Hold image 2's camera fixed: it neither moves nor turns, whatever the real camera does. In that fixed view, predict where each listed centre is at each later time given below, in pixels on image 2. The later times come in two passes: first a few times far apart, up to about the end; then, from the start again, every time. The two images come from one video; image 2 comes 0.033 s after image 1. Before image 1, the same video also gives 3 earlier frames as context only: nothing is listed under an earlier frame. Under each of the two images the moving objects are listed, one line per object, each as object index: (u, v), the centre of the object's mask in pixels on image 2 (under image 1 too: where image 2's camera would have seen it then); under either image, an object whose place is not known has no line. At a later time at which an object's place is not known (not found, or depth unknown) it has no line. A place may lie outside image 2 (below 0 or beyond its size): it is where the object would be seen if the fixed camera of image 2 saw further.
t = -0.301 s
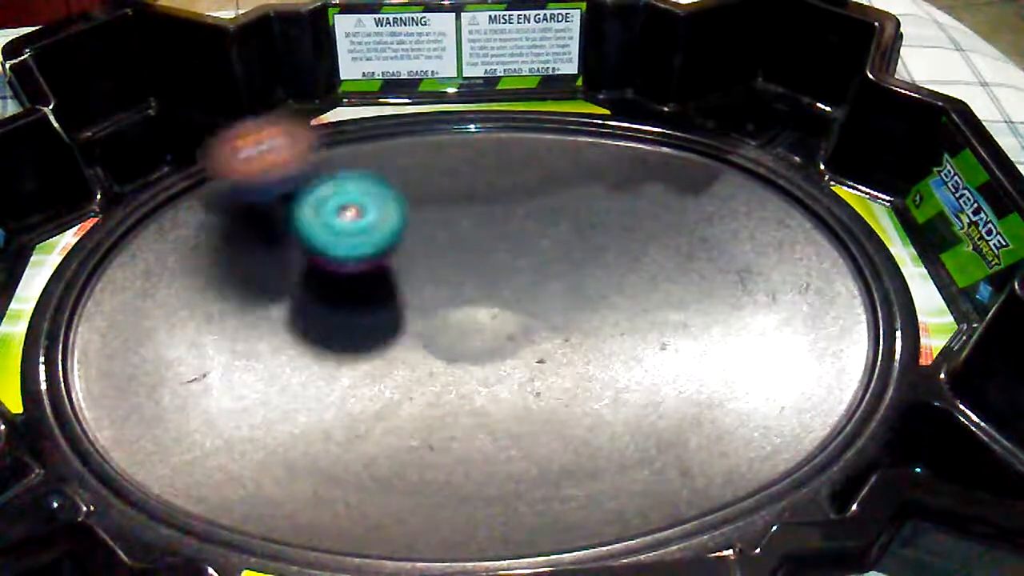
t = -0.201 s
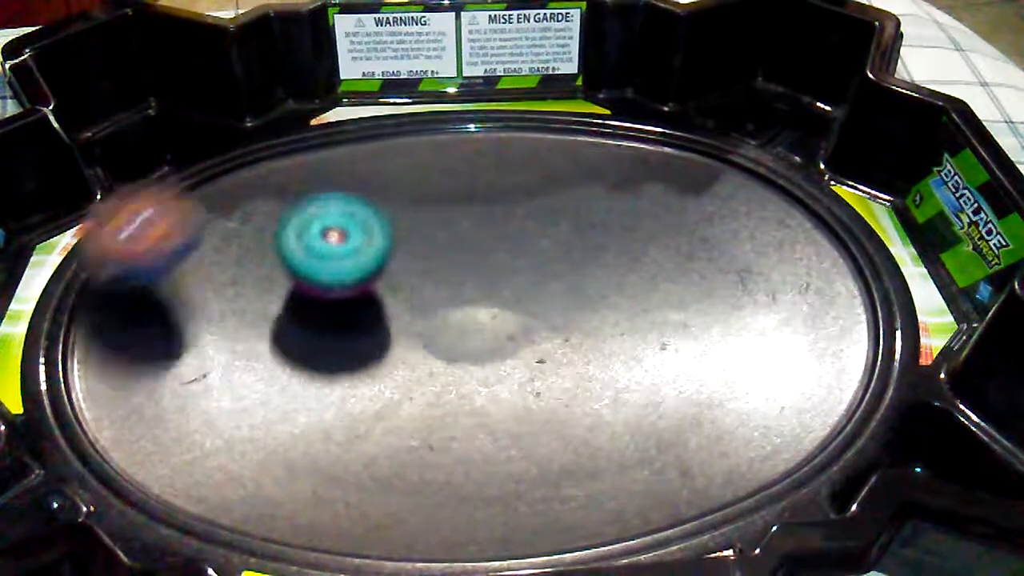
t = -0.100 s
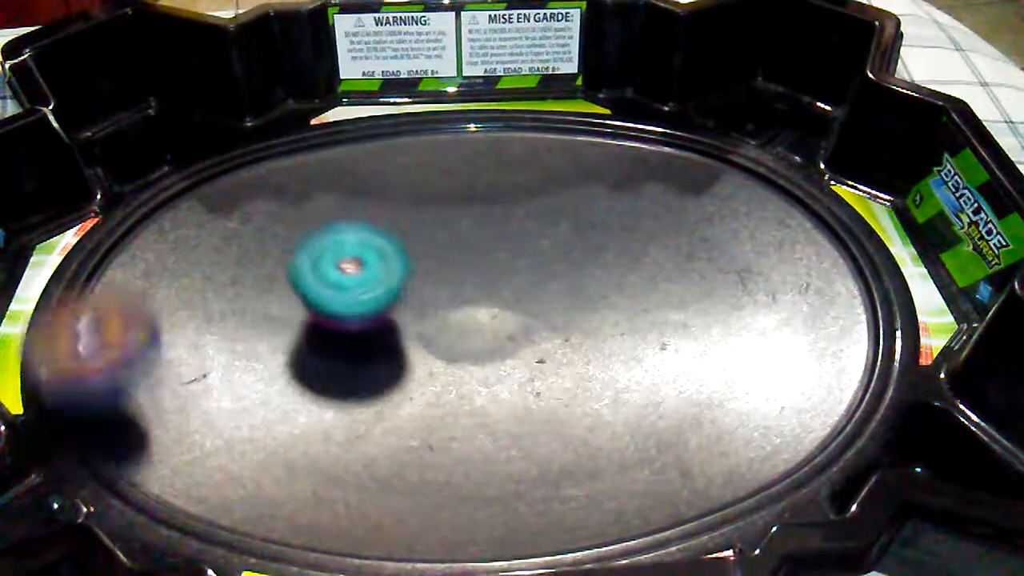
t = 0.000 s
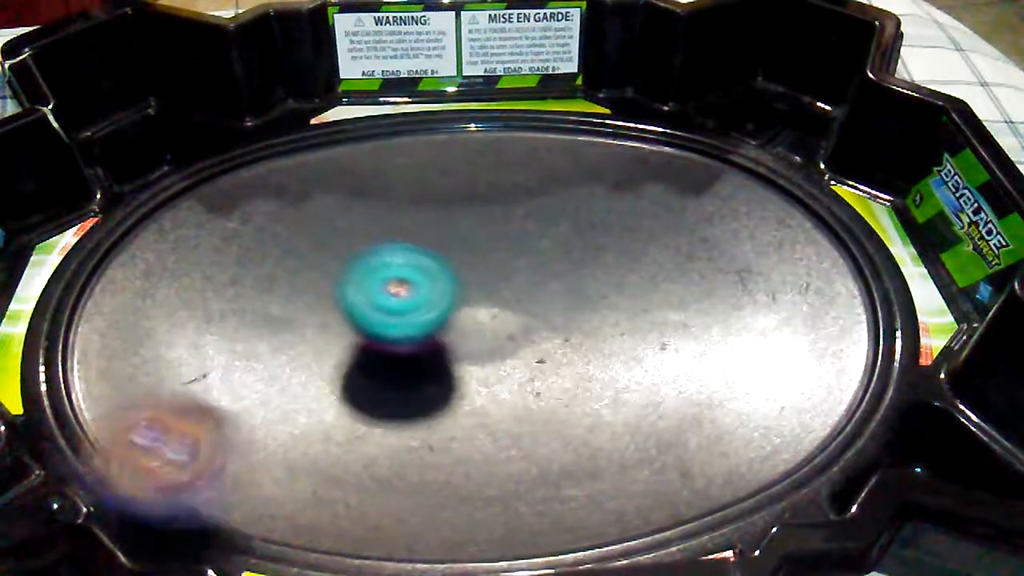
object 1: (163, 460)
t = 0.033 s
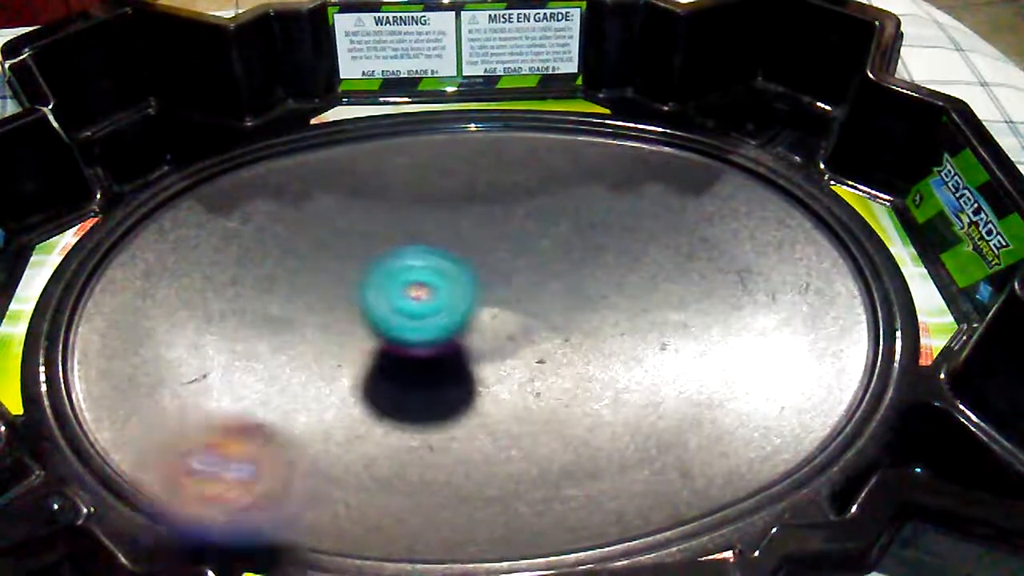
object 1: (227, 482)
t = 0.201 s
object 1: (586, 481)
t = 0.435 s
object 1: (767, 246)
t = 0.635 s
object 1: (569, 124)
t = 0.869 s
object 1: (252, 179)
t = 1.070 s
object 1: (116, 366)
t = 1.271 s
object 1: (334, 497)
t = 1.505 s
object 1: (701, 381)
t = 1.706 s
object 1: (662, 205)
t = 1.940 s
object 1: (389, 156)
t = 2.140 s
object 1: (182, 261)
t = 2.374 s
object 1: (238, 457)
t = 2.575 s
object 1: (567, 454)
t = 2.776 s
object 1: (710, 286)
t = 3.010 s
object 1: (579, 166)
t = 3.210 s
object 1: (361, 180)
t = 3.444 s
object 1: (214, 335)
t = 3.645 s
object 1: (366, 453)
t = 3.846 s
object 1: (597, 426)
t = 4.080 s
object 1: (683, 270)
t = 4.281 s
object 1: (541, 183)
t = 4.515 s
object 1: (314, 218)
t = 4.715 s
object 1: (217, 345)
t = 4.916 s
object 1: (370, 448)
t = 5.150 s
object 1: (626, 372)
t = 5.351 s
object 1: (625, 238)
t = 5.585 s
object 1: (456, 174)
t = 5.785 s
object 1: (287, 230)
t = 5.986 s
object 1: (158, 326)
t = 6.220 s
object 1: (289, 426)
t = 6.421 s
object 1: (516, 372)
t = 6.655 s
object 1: (570, 333)
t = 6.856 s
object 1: (495, 304)
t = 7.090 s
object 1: (409, 386)
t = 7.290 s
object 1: (436, 406)
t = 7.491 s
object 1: (500, 446)
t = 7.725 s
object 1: (603, 422)
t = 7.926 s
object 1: (547, 329)
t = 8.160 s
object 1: (548, 361)
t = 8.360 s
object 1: (535, 351)
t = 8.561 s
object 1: (472, 327)
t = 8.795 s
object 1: (400, 350)
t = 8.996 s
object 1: (416, 413)
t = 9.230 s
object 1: (464, 461)
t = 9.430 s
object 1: (465, 454)
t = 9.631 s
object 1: (410, 430)
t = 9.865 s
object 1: (410, 349)
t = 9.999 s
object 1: (439, 314)
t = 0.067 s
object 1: (290, 495)
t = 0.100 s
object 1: (365, 503)
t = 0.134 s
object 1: (436, 501)
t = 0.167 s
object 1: (515, 495)
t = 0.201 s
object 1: (586, 481)
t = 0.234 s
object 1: (648, 457)
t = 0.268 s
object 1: (698, 433)
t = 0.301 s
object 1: (741, 397)
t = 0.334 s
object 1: (769, 355)
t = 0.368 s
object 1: (781, 319)
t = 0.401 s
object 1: (780, 280)
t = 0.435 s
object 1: (767, 246)
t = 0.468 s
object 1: (751, 215)
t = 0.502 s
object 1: (722, 186)
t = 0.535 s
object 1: (691, 161)
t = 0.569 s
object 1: (660, 148)
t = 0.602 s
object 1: (615, 133)
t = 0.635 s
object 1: (569, 124)
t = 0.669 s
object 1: (522, 120)
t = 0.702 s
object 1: (475, 122)
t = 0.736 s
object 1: (429, 125)
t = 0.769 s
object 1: (383, 134)
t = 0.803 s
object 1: (333, 145)
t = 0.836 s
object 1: (290, 161)
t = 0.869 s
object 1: (252, 179)
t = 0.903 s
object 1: (212, 205)
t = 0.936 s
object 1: (181, 232)
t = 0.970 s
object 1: (159, 262)
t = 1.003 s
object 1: (135, 295)
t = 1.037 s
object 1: (122, 330)
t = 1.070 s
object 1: (116, 366)
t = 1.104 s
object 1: (128, 399)
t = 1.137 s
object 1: (146, 430)
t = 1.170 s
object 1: (175, 460)
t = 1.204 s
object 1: (215, 480)
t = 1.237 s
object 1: (271, 491)
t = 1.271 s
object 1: (334, 497)
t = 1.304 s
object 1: (392, 496)
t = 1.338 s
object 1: (458, 492)
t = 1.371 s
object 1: (522, 479)
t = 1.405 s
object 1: (576, 463)
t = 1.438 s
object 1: (628, 442)
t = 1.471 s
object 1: (677, 413)
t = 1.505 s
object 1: (701, 381)
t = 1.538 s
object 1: (719, 347)
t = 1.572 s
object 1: (724, 312)
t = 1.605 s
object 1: (719, 282)
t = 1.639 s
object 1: (707, 255)
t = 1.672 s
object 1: (687, 229)
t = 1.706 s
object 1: (662, 205)
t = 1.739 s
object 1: (634, 188)
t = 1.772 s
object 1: (596, 175)
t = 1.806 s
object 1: (560, 163)
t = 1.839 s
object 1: (519, 155)
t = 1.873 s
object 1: (475, 151)
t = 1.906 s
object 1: (432, 151)
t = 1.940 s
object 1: (389, 156)
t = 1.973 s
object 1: (340, 167)
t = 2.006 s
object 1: (304, 180)
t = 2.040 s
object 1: (265, 195)
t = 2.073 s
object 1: (235, 211)
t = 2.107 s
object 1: (202, 236)
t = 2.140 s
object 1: (182, 261)
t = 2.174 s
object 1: (160, 290)
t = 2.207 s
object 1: (148, 321)
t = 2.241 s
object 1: (149, 353)
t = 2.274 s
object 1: (155, 382)
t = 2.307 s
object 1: (177, 412)
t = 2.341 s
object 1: (204, 436)
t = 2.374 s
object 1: (238, 457)
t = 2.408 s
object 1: (290, 472)
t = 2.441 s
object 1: (340, 478)
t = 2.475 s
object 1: (391, 483)
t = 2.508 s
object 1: (455, 476)
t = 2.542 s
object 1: (522, 467)
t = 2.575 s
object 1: (567, 454)
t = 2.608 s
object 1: (620, 432)
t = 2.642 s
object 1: (661, 406)
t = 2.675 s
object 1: (685, 377)
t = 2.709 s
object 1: (703, 344)
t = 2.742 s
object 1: (711, 313)
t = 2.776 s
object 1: (710, 286)
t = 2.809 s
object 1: (704, 261)
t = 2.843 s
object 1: (691, 237)
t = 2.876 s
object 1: (672, 215)
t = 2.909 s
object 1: (653, 197)
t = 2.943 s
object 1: (632, 186)
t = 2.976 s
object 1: (603, 174)
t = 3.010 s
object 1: (579, 166)
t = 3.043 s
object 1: (547, 160)
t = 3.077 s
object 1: (514, 159)
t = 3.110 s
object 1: (480, 157)
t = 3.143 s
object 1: (440, 160)
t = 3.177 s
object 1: (404, 168)
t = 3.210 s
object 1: (361, 180)
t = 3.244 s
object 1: (327, 194)
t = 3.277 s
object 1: (295, 211)
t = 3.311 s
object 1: (266, 230)
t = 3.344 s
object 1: (247, 253)
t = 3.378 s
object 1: (228, 279)
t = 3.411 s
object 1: (219, 307)
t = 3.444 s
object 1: (214, 335)
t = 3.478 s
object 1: (221, 363)
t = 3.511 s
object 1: (237, 388)
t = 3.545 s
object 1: (260, 411)
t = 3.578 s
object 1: (296, 430)
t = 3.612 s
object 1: (328, 444)
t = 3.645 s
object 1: (366, 453)
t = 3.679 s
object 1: (403, 457)
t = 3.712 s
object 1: (443, 458)
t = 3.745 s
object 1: (483, 455)
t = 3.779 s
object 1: (525, 449)
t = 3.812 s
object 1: (566, 437)
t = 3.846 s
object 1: (597, 426)
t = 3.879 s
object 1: (632, 407)
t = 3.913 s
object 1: (659, 387)
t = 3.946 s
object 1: (679, 364)
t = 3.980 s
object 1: (692, 337)
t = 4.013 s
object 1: (695, 315)
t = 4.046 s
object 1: (692, 291)
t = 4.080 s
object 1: (683, 270)
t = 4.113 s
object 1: (668, 250)
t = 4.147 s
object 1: (650, 229)
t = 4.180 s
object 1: (626, 214)
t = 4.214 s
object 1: (599, 200)
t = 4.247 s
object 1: (572, 191)
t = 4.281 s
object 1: (541, 183)
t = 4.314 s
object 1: (508, 182)
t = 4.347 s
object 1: (478, 179)
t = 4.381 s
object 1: (443, 185)
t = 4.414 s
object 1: (411, 187)
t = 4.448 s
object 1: (379, 196)
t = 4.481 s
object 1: (346, 204)
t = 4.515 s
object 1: (314, 218)
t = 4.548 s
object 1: (288, 231)
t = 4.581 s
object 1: (262, 252)
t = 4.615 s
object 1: (242, 274)
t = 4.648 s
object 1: (228, 296)
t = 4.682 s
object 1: (219, 320)
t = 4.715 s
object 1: (217, 345)
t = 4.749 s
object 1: (224, 367)
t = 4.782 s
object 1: (239, 391)
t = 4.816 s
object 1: (262, 412)
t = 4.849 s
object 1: (292, 429)
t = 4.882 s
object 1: (328, 442)
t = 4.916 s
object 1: (370, 448)
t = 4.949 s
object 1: (416, 449)
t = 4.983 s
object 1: (456, 446)
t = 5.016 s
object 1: (491, 441)
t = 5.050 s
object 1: (533, 429)
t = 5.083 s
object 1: (573, 413)
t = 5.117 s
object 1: (600, 396)
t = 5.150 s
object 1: (626, 372)
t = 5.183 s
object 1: (641, 350)
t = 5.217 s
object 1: (649, 327)
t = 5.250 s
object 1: (651, 304)
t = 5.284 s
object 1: (647, 280)
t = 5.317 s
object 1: (638, 260)
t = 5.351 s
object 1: (625, 238)
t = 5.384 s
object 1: (606, 221)
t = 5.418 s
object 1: (589, 206)
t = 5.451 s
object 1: (562, 195)
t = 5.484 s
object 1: (538, 185)
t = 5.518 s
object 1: (512, 179)
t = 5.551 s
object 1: (482, 176)
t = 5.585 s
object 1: (456, 174)
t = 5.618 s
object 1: (423, 177)
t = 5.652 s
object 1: (394, 180)
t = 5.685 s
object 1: (362, 191)
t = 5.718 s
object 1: (337, 199)
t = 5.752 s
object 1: (307, 214)
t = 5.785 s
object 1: (287, 230)
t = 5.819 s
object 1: (267, 248)
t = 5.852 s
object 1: (241, 263)
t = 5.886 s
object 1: (211, 273)
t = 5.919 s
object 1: (188, 289)
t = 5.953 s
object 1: (170, 306)
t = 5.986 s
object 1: (158, 326)
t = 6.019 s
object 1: (156, 345)
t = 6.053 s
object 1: (158, 364)
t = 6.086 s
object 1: (170, 383)
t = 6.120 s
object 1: (189, 398)
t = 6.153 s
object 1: (219, 412)
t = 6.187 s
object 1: (250, 422)
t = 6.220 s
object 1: (289, 426)
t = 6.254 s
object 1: (335, 427)
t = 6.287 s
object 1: (374, 424)
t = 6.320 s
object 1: (409, 415)
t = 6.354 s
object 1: (455, 402)
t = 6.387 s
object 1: (487, 386)
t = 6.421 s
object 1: (516, 372)
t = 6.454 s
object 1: (524, 372)
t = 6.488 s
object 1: (531, 376)
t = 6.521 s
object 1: (542, 373)
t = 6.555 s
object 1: (555, 366)
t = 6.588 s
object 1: (565, 357)
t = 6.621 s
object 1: (570, 345)
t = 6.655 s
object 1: (570, 333)
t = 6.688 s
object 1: (566, 322)
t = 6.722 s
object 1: (557, 312)
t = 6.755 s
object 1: (545, 302)
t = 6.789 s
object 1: (533, 294)
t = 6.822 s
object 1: (513, 295)
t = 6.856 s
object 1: (495, 304)
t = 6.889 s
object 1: (476, 317)
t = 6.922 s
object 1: (457, 327)
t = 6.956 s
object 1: (441, 340)
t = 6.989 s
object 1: (429, 352)
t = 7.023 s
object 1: (419, 364)
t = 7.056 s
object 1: (413, 376)
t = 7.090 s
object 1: (409, 386)
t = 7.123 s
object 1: (408, 395)
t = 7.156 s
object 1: (410, 403)
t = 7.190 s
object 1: (415, 407)
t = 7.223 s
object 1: (421, 410)
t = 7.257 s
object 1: (429, 409)
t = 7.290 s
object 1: (436, 406)
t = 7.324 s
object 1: (443, 402)
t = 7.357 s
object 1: (449, 396)
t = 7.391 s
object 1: (456, 401)
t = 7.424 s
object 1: (467, 420)
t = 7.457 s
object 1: (482, 435)
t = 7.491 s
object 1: (500, 446)
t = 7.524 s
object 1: (522, 454)
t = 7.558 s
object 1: (539, 457)
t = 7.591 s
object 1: (558, 457)
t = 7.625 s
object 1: (575, 453)
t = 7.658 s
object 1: (589, 446)
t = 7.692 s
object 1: (598, 435)
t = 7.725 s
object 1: (603, 422)
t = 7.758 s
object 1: (603, 407)
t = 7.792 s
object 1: (599, 391)
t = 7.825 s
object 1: (589, 374)
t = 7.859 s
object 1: (577, 358)
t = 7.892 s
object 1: (563, 343)
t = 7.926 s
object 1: (547, 329)
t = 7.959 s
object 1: (530, 317)
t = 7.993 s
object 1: (517, 304)
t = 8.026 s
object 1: (527, 324)
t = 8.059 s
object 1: (535, 342)
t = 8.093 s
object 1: (541, 350)
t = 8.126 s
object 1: (545, 357)
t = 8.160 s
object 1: (548, 361)
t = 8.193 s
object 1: (550, 362)
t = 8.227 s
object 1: (551, 361)
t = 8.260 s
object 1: (550, 360)
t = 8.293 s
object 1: (547, 357)
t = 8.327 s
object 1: (542, 354)
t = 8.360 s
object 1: (535, 351)
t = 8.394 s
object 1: (529, 346)
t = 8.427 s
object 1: (519, 341)
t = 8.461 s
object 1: (508, 337)
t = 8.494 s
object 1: (495, 334)
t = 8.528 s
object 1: (482, 331)
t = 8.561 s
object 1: (472, 327)
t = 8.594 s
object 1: (458, 323)
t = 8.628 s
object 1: (443, 320)
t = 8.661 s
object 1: (424, 316)
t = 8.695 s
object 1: (410, 318)
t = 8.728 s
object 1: (404, 331)
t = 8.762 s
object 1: (401, 342)
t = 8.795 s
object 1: (400, 350)
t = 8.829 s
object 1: (398, 360)
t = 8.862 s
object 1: (399, 370)
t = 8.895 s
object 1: (401, 379)
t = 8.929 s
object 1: (407, 385)
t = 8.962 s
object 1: (412, 393)
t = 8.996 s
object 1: (416, 413)
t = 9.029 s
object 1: (422, 428)
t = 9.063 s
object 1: (425, 437)
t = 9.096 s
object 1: (432, 446)
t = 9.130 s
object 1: (440, 451)
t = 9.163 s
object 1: (445, 455)
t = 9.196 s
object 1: (454, 460)
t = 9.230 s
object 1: (464, 461)
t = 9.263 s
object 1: (470, 460)
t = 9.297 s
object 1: (479, 456)
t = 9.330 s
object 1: (486, 448)
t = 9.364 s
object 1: (485, 445)
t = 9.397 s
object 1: (477, 451)
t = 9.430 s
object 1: (465, 454)
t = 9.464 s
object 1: (454, 457)
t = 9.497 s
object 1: (444, 455)
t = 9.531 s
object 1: (433, 453)
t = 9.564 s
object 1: (424, 446)
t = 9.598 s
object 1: (414, 440)
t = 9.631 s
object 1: (410, 430)
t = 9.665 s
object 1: (404, 418)
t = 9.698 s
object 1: (401, 406)
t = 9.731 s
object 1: (399, 394)
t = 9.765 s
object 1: (400, 382)
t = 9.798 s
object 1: (402, 369)
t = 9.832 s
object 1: (404, 359)
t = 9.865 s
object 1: (410, 349)
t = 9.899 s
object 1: (414, 336)
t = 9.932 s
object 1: (423, 329)
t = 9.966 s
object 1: (429, 321)
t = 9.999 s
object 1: (439, 314)
